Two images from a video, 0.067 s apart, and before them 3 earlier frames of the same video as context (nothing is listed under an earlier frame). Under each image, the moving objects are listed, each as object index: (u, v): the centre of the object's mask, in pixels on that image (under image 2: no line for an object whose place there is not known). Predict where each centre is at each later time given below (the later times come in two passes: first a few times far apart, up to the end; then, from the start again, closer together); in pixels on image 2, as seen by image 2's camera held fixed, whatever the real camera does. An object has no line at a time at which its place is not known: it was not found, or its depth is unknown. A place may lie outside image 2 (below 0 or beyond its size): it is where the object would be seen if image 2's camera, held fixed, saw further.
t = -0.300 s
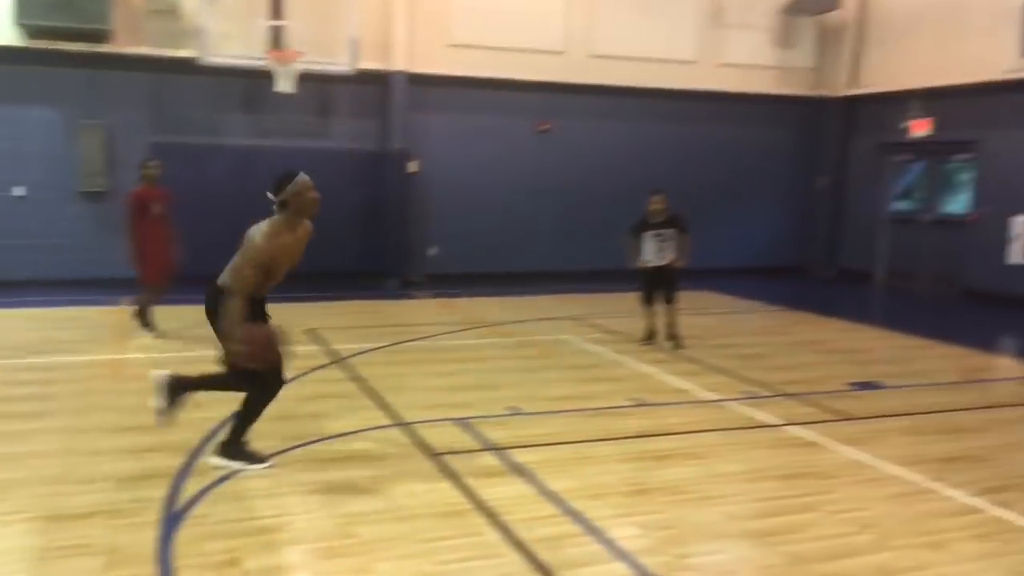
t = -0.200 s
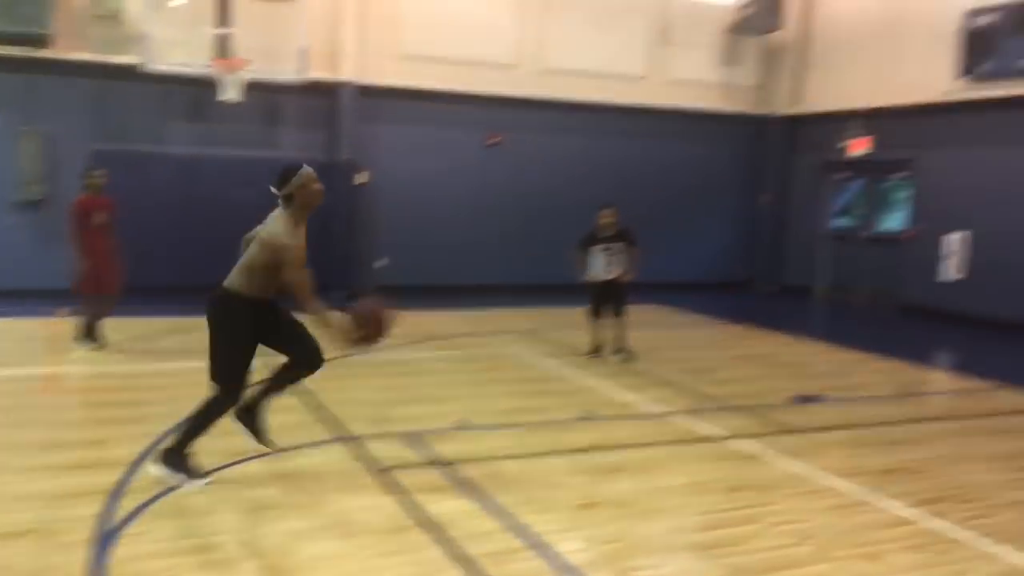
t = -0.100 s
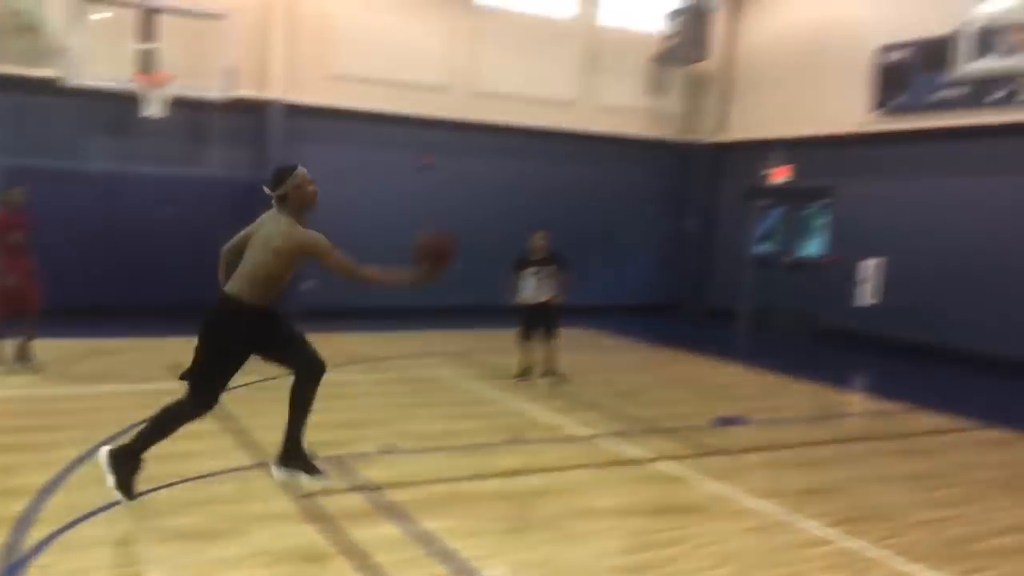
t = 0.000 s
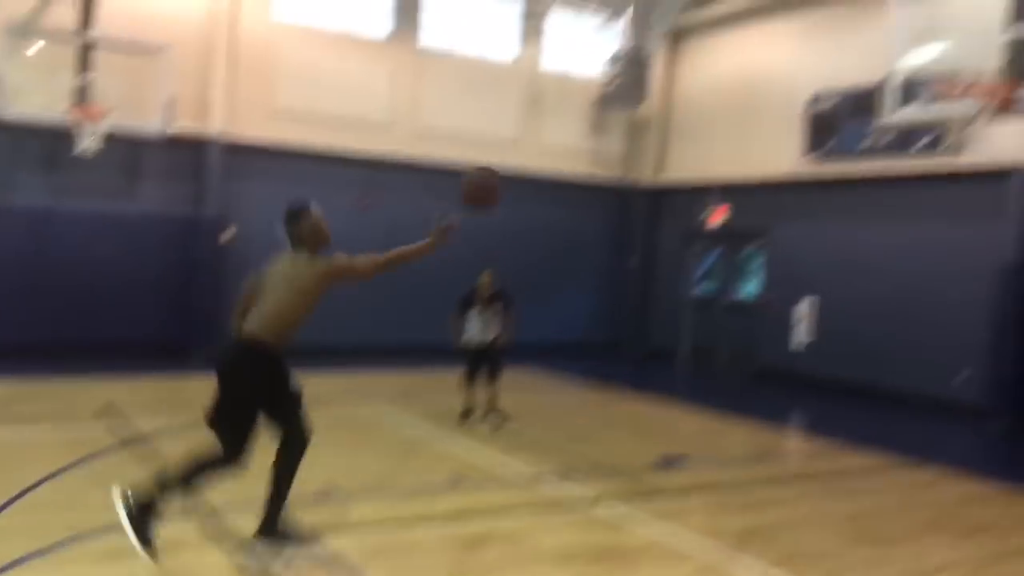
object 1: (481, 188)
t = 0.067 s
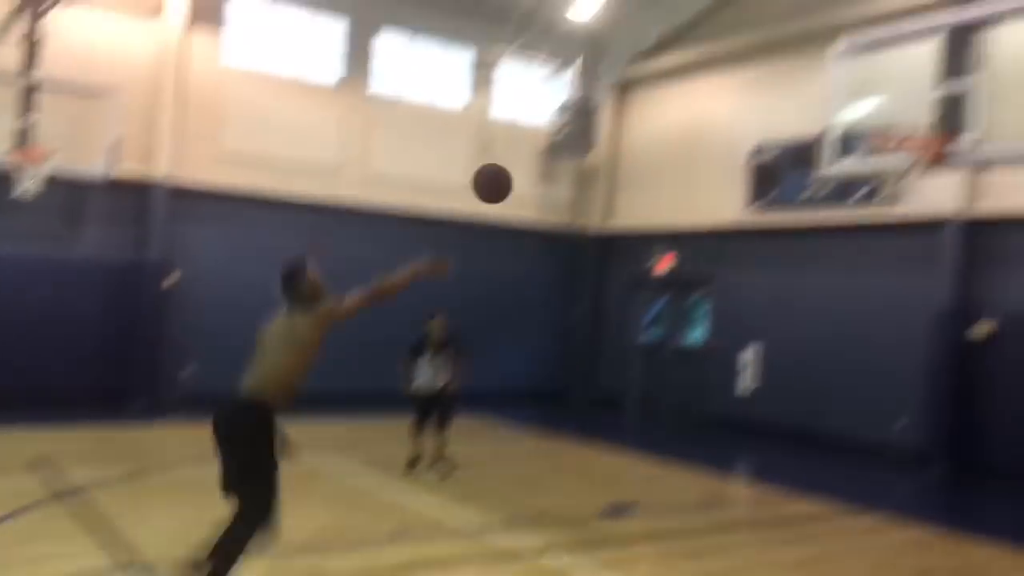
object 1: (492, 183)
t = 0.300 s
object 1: (674, 85)
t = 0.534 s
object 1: (813, 82)
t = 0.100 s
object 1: (521, 162)
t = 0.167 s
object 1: (577, 124)
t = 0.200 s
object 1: (601, 112)
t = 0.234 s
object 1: (626, 100)
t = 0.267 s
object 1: (651, 92)
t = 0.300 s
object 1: (674, 85)
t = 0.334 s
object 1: (696, 79)
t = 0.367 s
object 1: (717, 75)
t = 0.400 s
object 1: (738, 73)
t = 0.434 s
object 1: (759, 73)
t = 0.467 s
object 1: (779, 73)
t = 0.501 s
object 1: (797, 77)
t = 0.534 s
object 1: (813, 82)
